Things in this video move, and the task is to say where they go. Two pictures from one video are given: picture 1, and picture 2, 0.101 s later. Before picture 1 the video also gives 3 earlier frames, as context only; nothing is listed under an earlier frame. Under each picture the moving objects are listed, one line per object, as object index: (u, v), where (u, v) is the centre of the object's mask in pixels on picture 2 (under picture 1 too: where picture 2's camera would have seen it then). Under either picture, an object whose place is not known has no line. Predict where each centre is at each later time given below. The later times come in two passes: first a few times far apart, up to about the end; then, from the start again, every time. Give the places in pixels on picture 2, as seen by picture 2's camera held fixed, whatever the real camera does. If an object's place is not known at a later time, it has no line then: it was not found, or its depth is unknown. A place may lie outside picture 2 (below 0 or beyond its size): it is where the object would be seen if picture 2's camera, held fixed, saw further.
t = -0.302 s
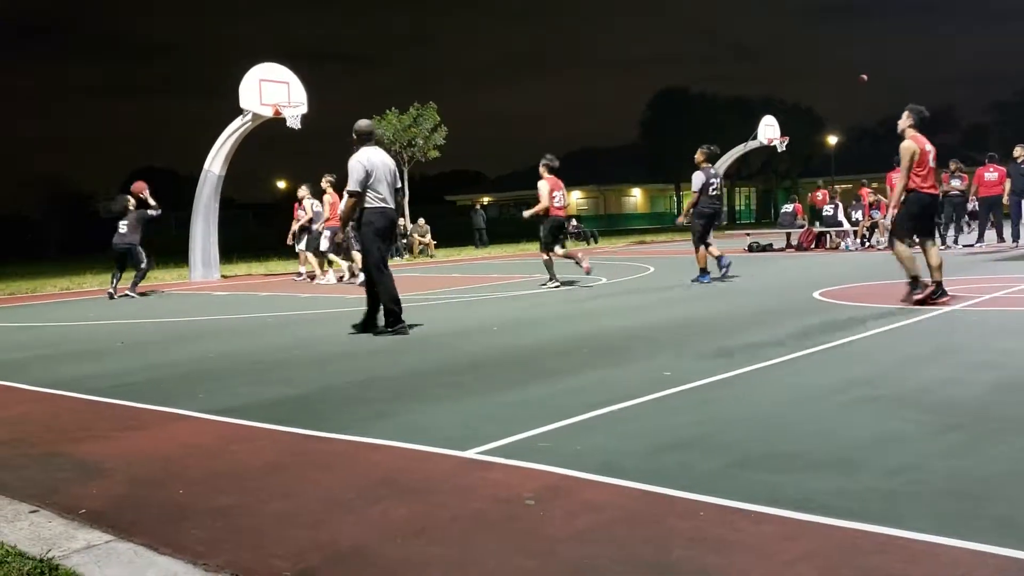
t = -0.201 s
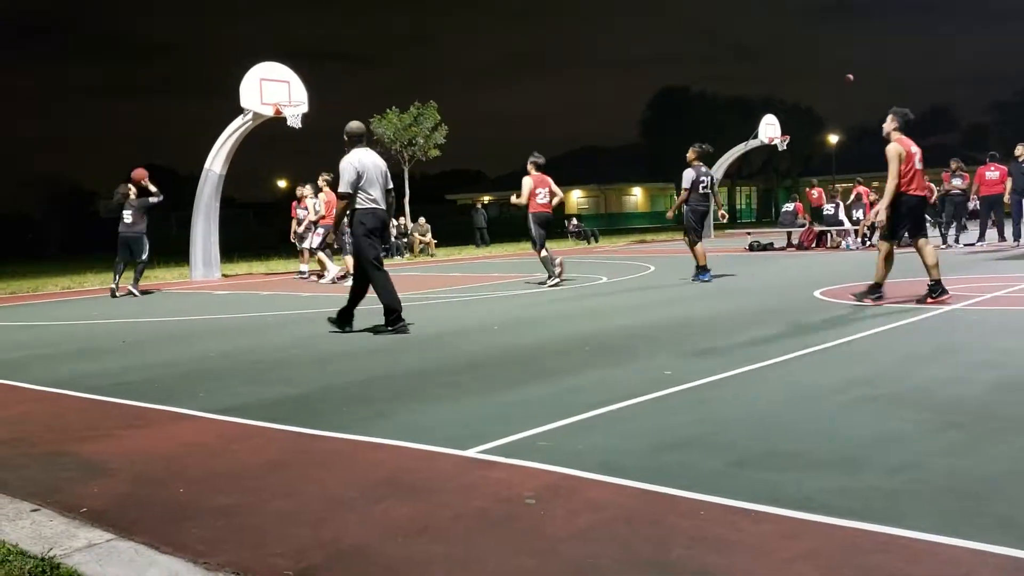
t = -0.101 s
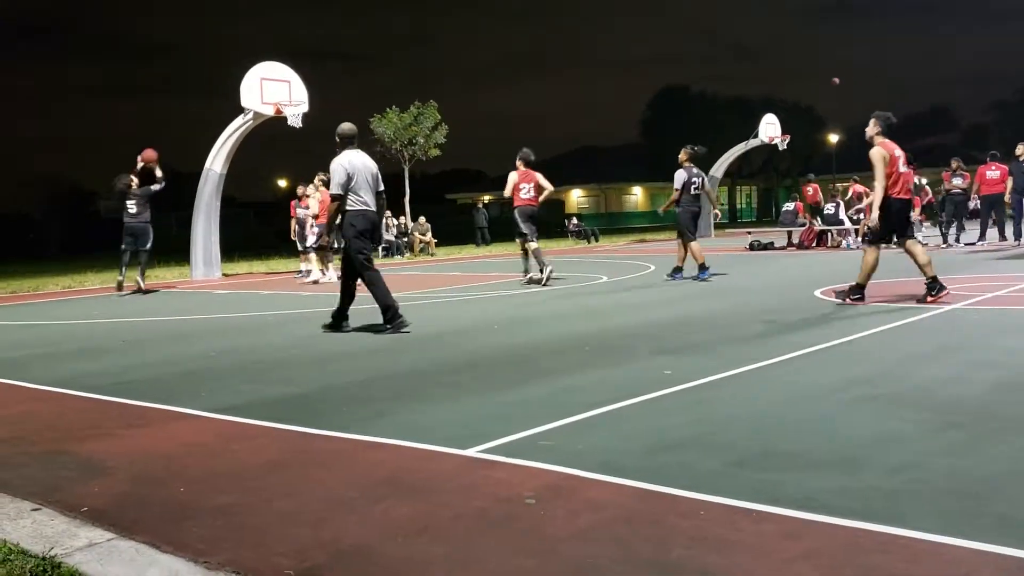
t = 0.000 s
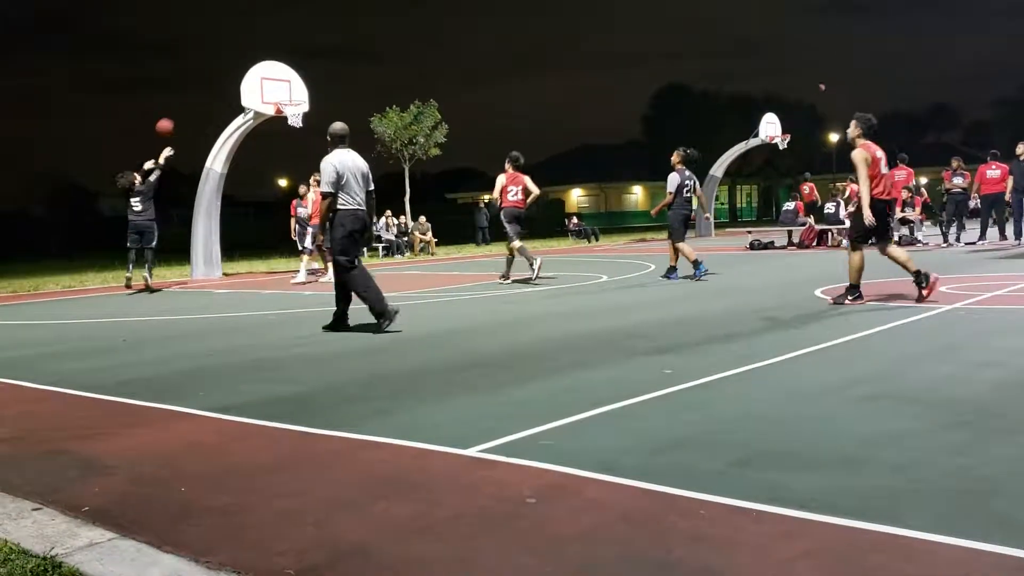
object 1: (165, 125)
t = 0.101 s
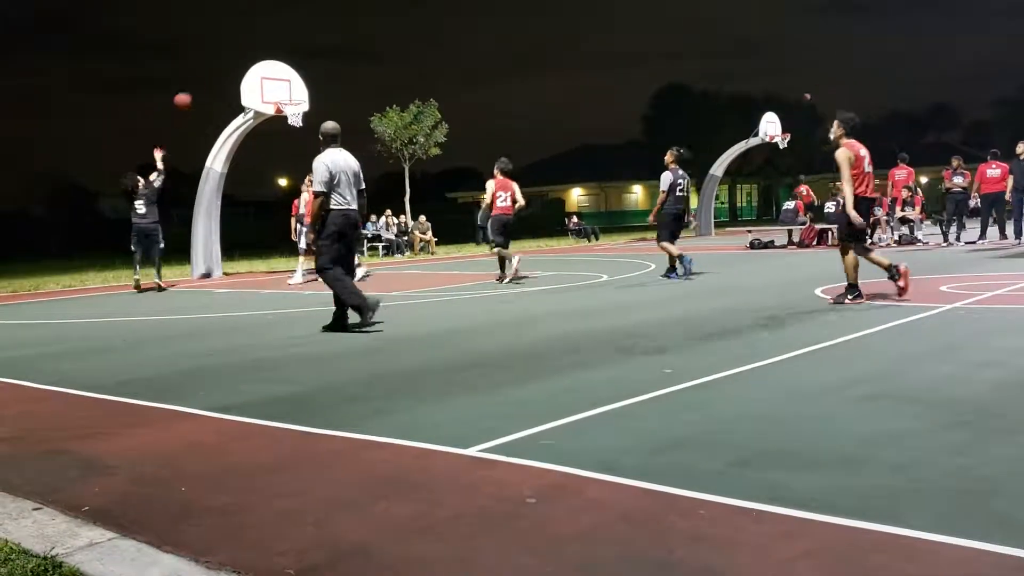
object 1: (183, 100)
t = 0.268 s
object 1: (212, 71)
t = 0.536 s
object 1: (257, 63)
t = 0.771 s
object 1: (296, 91)
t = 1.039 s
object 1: (309, 73)
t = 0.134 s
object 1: (189, 92)
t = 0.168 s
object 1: (195, 85)
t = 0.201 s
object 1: (201, 80)
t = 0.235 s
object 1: (206, 75)
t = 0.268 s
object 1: (212, 71)
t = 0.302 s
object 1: (217, 67)
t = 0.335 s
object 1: (223, 65)
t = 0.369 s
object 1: (229, 63)
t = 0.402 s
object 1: (235, 61)
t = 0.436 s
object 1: (240, 60)
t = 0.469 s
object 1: (246, 60)
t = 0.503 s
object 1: (251, 61)
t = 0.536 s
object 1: (257, 63)
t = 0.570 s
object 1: (263, 65)
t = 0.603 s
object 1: (269, 68)
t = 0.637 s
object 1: (274, 72)
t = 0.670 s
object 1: (280, 76)
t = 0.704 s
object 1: (285, 80)
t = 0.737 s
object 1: (291, 85)
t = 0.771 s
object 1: (296, 91)
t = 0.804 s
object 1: (301, 95)
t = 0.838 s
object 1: (303, 91)
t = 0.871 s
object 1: (304, 86)
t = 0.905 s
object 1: (305, 82)
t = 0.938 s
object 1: (307, 78)
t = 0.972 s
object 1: (308, 75)
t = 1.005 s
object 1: (308, 73)
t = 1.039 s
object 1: (309, 73)
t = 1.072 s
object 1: (310, 72)
